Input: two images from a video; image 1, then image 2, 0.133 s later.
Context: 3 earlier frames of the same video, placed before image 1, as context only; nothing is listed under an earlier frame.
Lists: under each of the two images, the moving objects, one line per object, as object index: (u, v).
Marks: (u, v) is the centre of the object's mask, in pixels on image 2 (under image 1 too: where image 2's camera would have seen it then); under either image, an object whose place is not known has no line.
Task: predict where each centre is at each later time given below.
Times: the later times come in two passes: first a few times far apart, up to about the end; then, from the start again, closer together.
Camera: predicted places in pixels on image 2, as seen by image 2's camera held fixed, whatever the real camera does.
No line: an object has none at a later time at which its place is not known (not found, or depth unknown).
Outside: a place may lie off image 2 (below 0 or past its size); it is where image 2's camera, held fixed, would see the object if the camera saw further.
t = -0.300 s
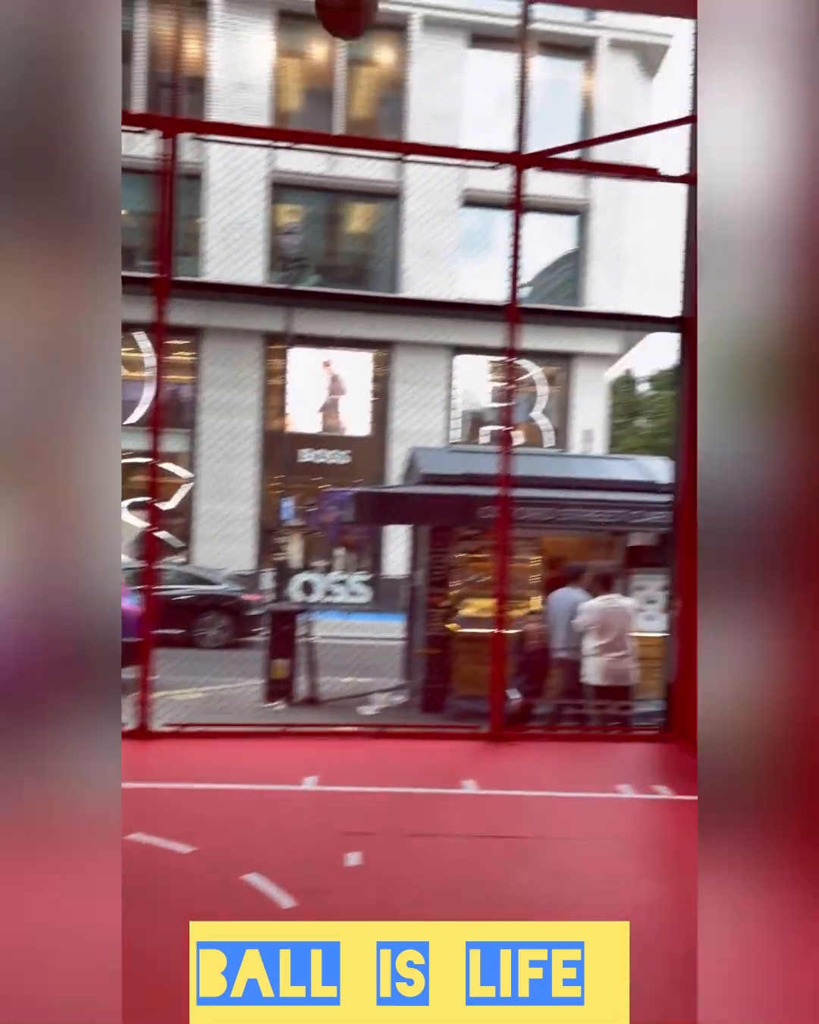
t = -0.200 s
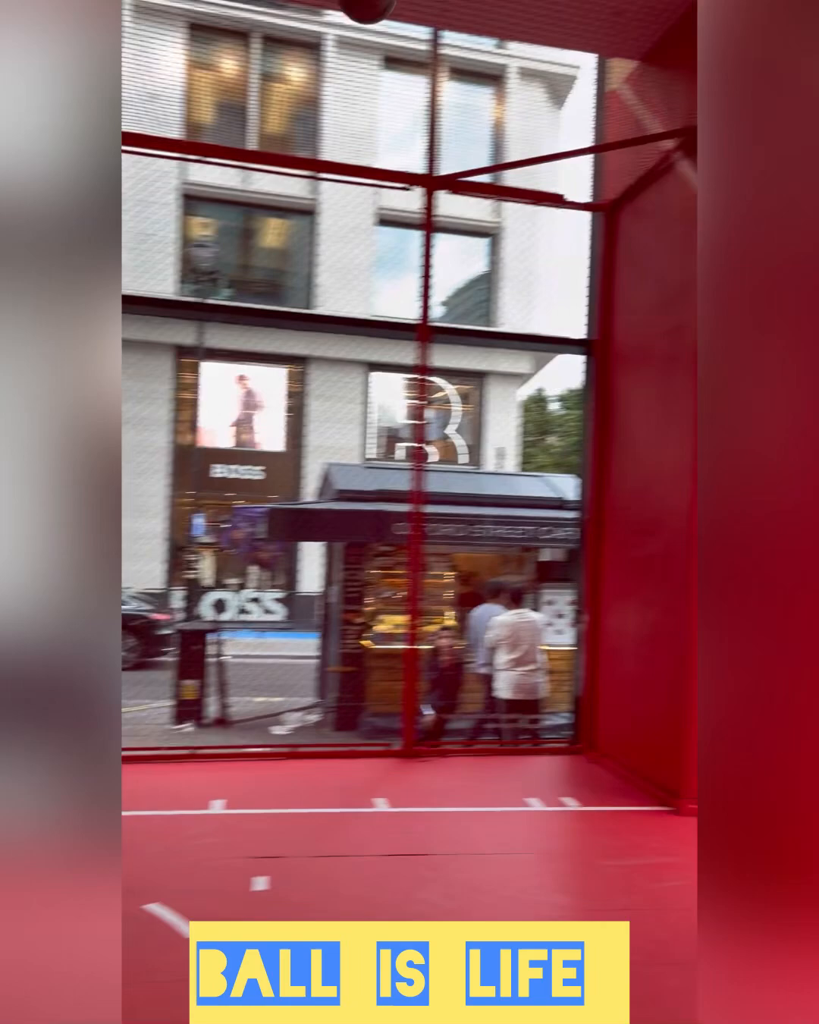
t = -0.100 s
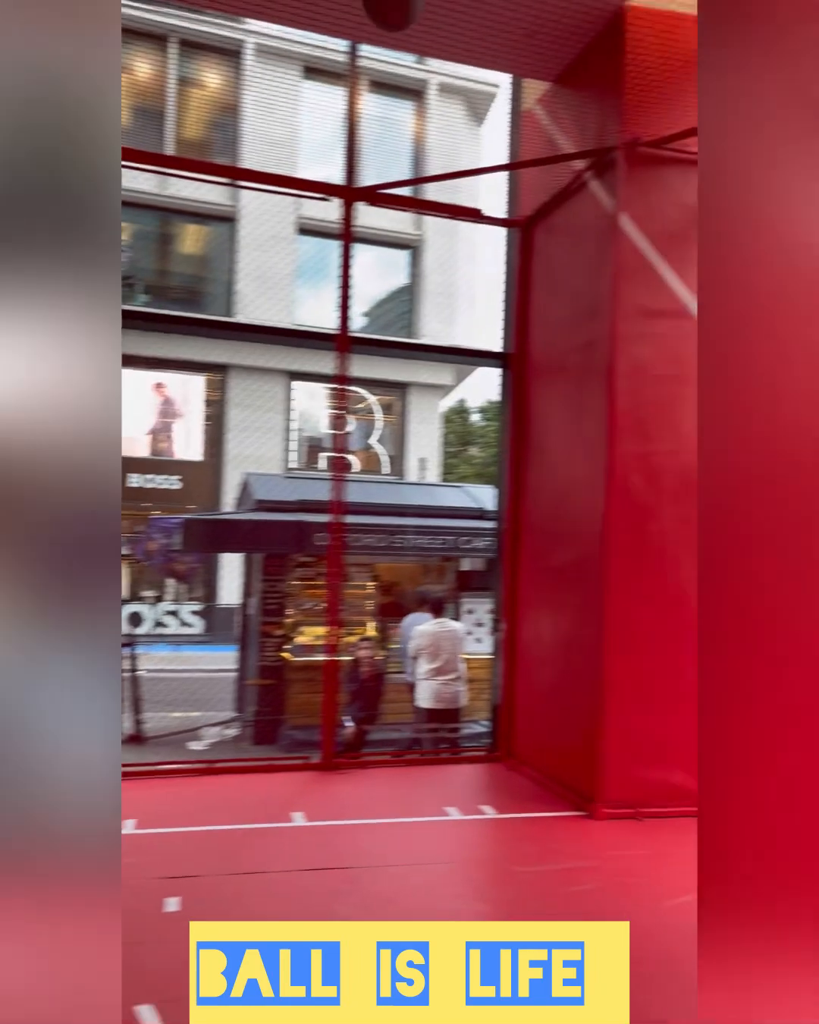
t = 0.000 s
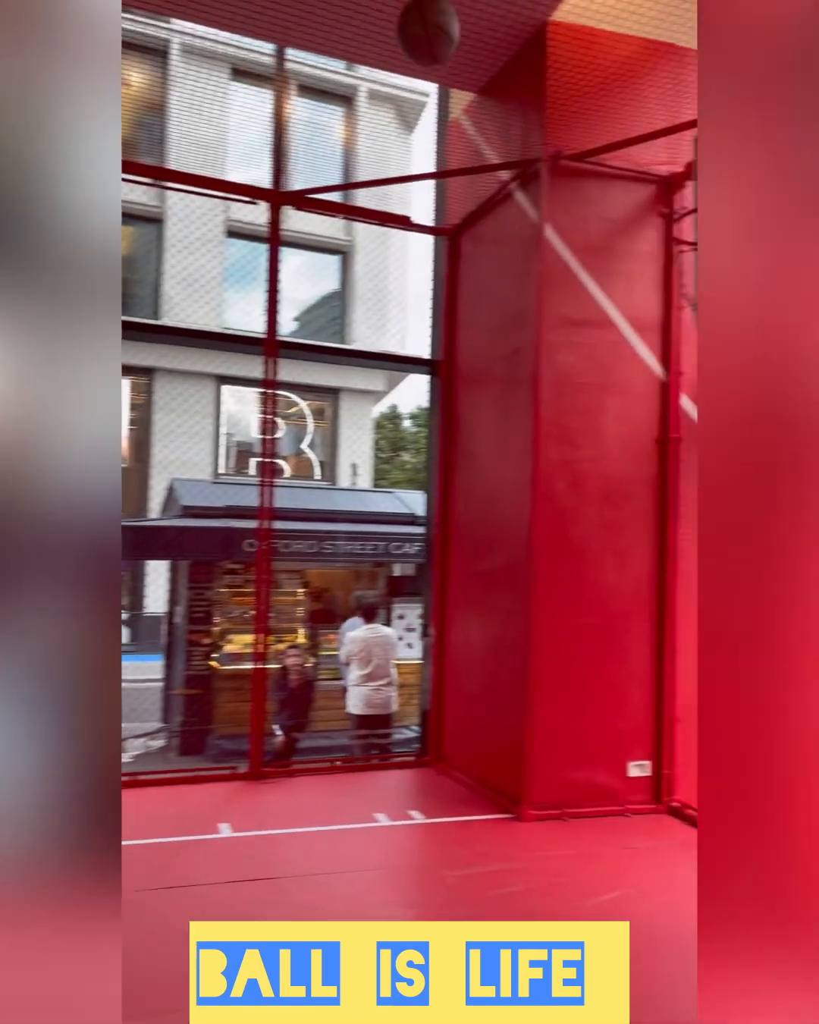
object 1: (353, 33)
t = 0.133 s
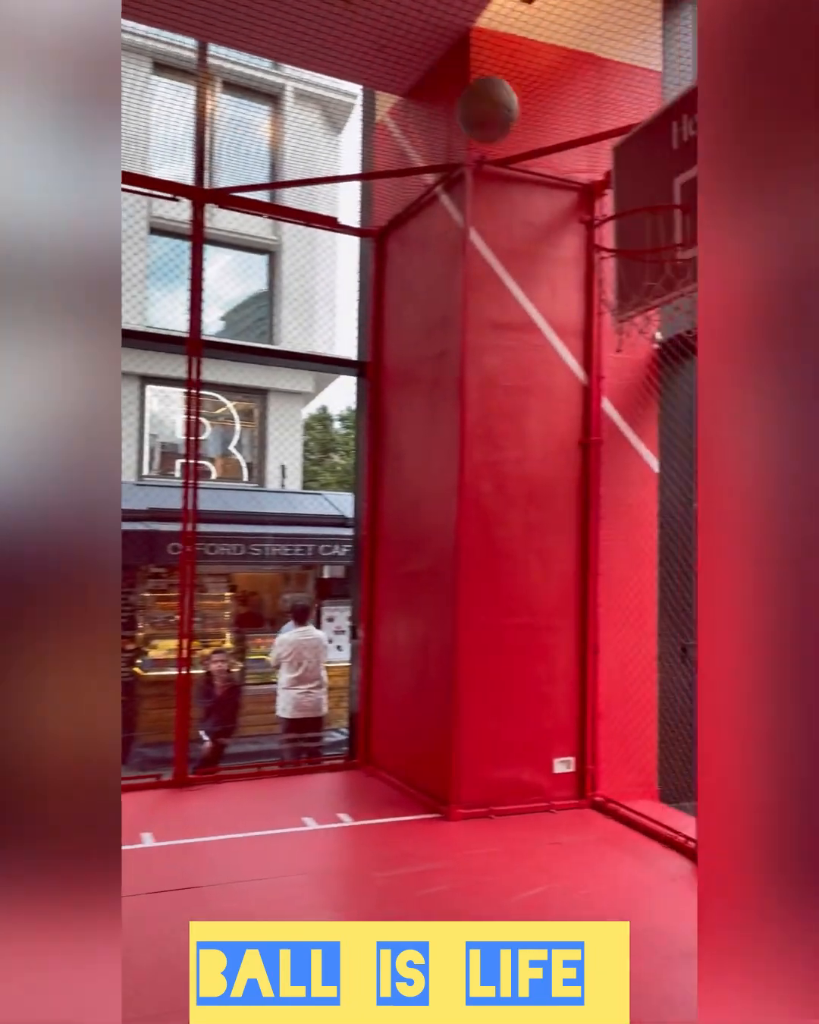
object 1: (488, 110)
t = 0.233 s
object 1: (583, 193)
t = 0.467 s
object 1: (660, 180)
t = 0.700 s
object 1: (613, 219)
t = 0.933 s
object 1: (672, 263)
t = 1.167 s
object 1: (695, 353)
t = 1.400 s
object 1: (709, 577)
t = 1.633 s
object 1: (728, 951)
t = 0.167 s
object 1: (519, 134)
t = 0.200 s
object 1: (552, 163)
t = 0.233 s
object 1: (583, 193)
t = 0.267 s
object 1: (606, 207)
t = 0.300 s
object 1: (621, 201)
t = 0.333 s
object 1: (636, 192)
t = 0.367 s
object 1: (650, 189)
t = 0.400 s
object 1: (662, 187)
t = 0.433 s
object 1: (665, 184)
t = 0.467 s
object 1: (660, 180)
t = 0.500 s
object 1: (653, 179)
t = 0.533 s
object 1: (644, 179)
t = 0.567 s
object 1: (638, 181)
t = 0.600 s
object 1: (630, 185)
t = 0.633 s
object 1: (622, 190)
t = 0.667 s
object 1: (614, 208)
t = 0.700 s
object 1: (613, 219)
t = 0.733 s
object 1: (620, 217)
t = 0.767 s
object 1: (631, 220)
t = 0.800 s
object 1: (639, 222)
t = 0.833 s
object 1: (646, 228)
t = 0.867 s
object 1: (659, 246)
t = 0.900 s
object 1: (668, 255)
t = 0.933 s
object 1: (672, 263)
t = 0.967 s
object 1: (679, 271)
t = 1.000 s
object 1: (684, 279)
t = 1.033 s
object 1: (687, 287)
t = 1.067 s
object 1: (692, 306)
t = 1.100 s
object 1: (692, 319)
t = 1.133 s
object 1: (693, 333)
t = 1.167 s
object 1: (695, 353)
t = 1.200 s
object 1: (697, 378)
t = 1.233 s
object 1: (699, 404)
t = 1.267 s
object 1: (701, 432)
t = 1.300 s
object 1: (704, 464)
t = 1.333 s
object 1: (705, 498)
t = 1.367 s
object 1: (707, 537)
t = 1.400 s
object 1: (709, 577)
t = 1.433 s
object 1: (711, 620)
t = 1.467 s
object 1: (714, 667)
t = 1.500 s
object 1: (717, 718)
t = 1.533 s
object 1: (721, 769)
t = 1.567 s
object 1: (722, 825)
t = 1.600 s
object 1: (724, 887)
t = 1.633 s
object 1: (728, 951)
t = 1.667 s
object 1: (727, 969)
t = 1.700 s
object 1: (721, 910)
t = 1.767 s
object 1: (709, 810)
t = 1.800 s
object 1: (704, 765)
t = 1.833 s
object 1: (699, 725)
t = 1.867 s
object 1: (694, 690)
